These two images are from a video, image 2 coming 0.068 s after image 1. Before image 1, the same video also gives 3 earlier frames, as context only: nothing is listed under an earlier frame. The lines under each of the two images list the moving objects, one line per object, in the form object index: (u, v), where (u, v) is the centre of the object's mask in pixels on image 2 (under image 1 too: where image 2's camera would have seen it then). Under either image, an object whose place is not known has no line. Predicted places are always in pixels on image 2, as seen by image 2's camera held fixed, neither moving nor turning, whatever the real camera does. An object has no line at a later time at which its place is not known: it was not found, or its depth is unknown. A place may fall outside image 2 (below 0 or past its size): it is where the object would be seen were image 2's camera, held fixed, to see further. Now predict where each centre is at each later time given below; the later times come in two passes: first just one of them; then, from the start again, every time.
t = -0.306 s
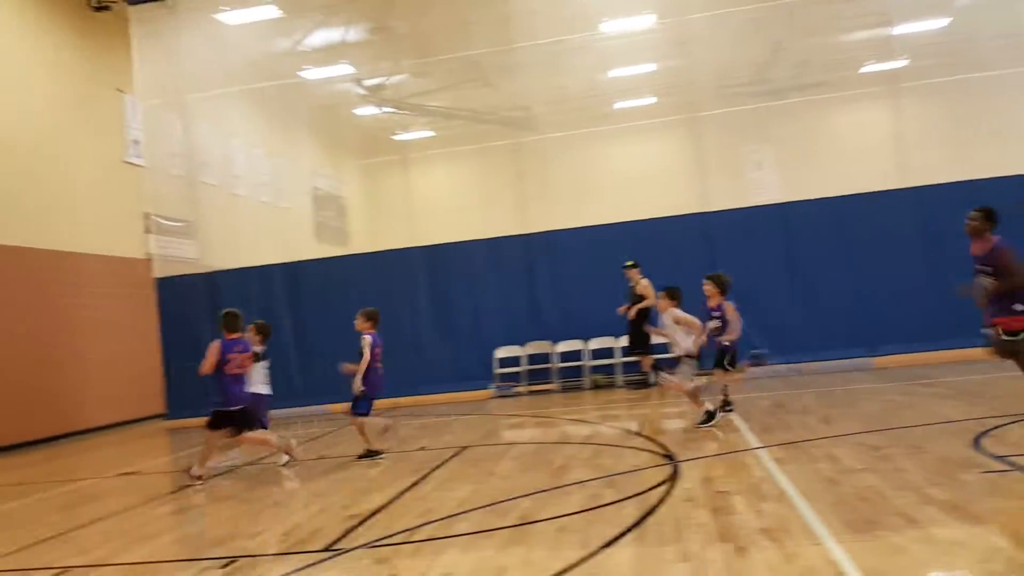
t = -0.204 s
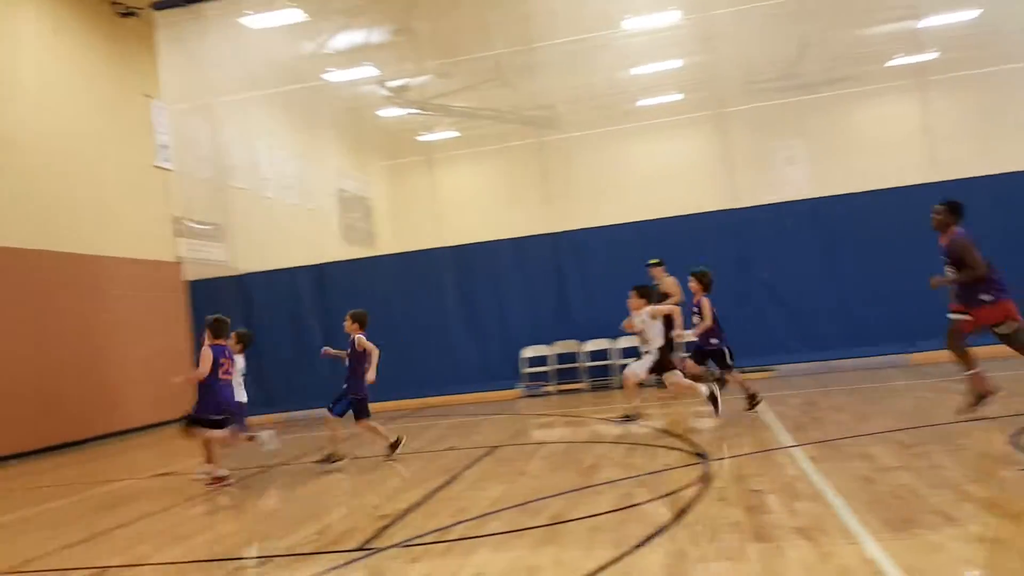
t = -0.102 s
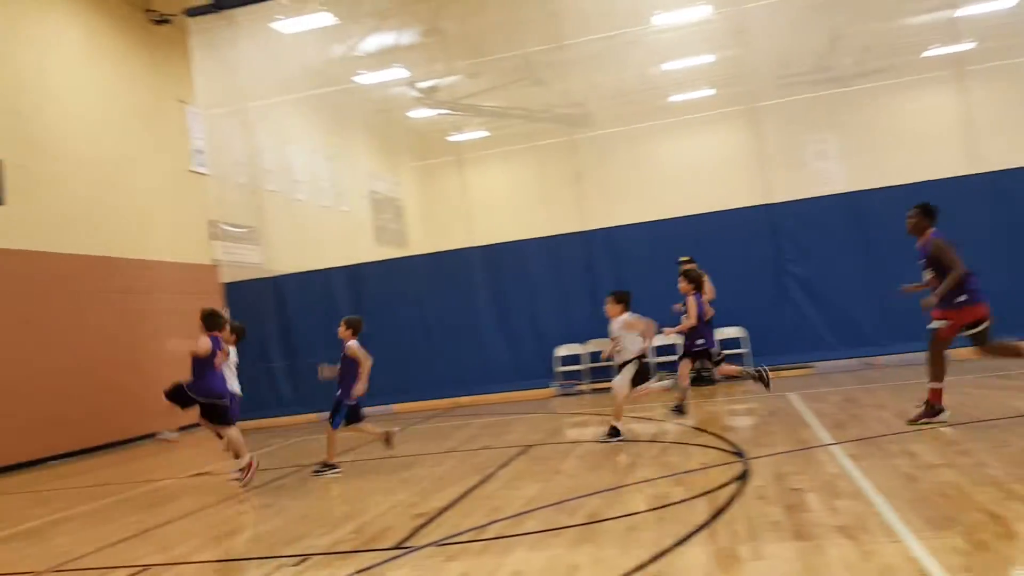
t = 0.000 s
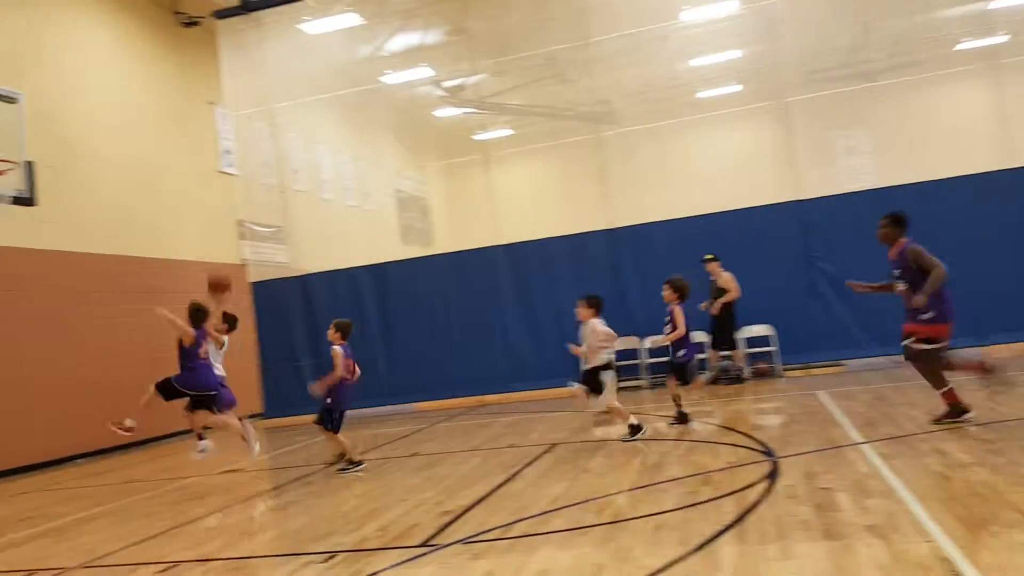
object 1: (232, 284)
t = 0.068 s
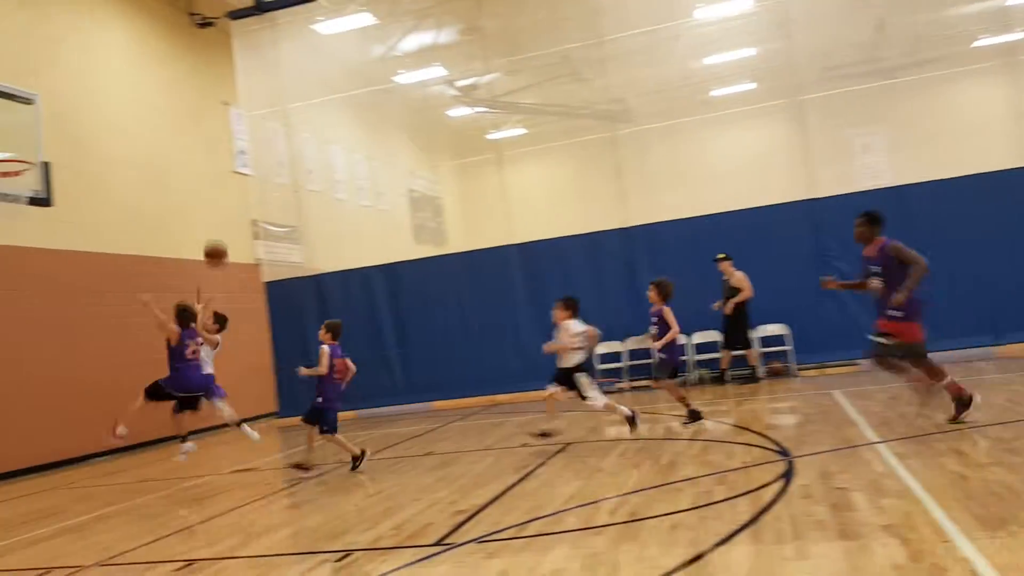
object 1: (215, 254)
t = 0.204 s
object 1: (181, 203)
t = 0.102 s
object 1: (207, 239)
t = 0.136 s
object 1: (198, 226)
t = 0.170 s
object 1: (189, 214)
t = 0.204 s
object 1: (181, 203)
